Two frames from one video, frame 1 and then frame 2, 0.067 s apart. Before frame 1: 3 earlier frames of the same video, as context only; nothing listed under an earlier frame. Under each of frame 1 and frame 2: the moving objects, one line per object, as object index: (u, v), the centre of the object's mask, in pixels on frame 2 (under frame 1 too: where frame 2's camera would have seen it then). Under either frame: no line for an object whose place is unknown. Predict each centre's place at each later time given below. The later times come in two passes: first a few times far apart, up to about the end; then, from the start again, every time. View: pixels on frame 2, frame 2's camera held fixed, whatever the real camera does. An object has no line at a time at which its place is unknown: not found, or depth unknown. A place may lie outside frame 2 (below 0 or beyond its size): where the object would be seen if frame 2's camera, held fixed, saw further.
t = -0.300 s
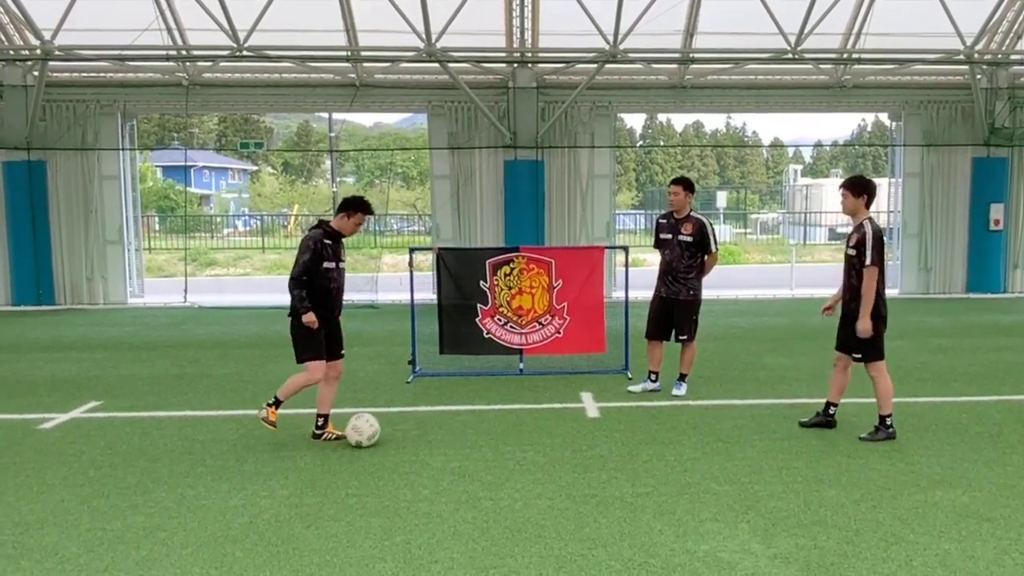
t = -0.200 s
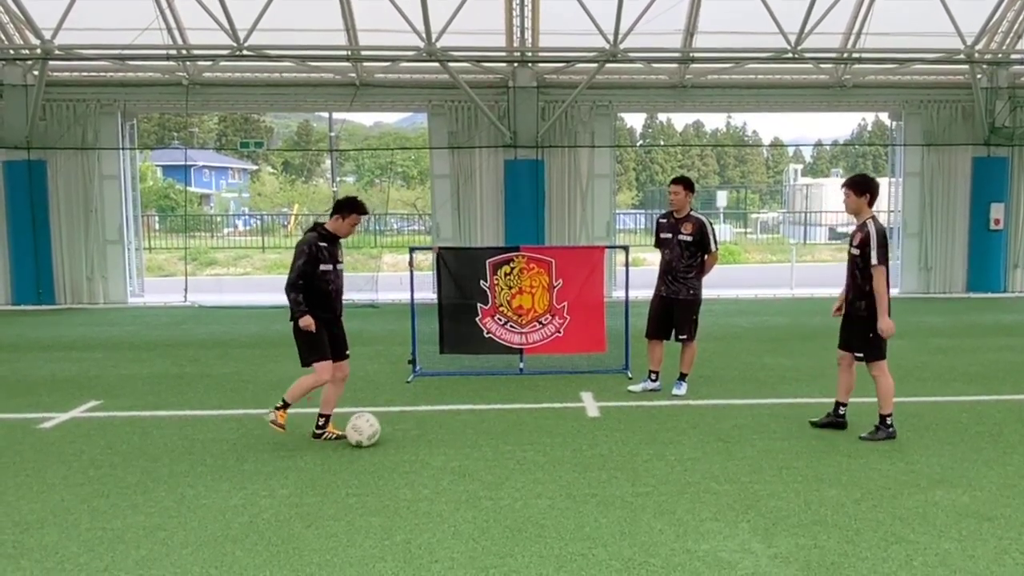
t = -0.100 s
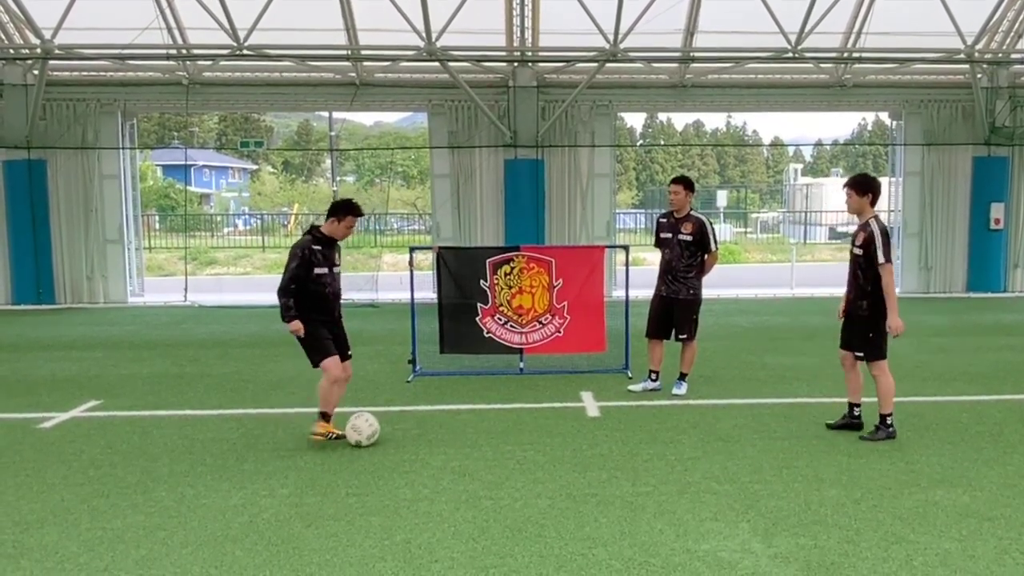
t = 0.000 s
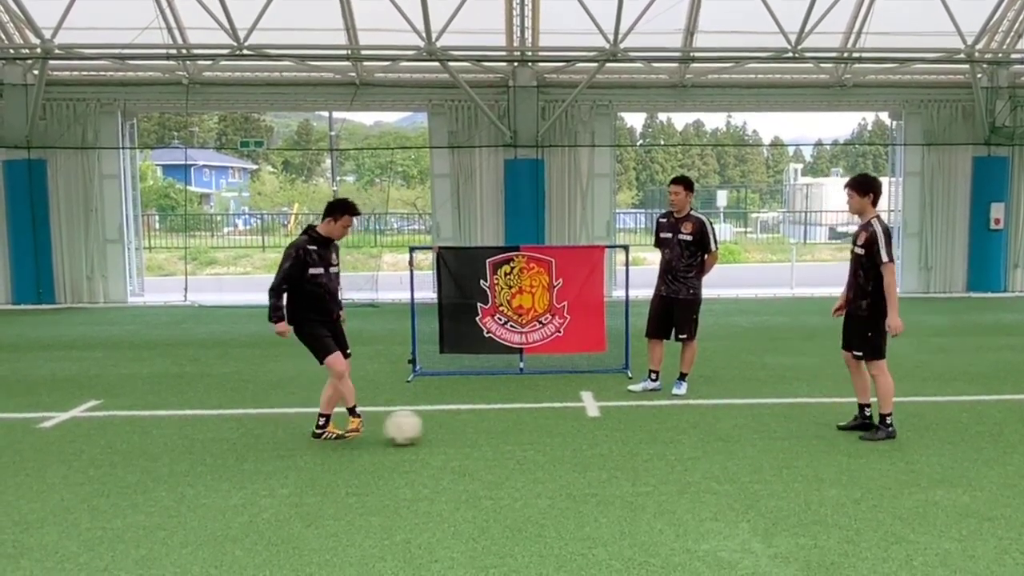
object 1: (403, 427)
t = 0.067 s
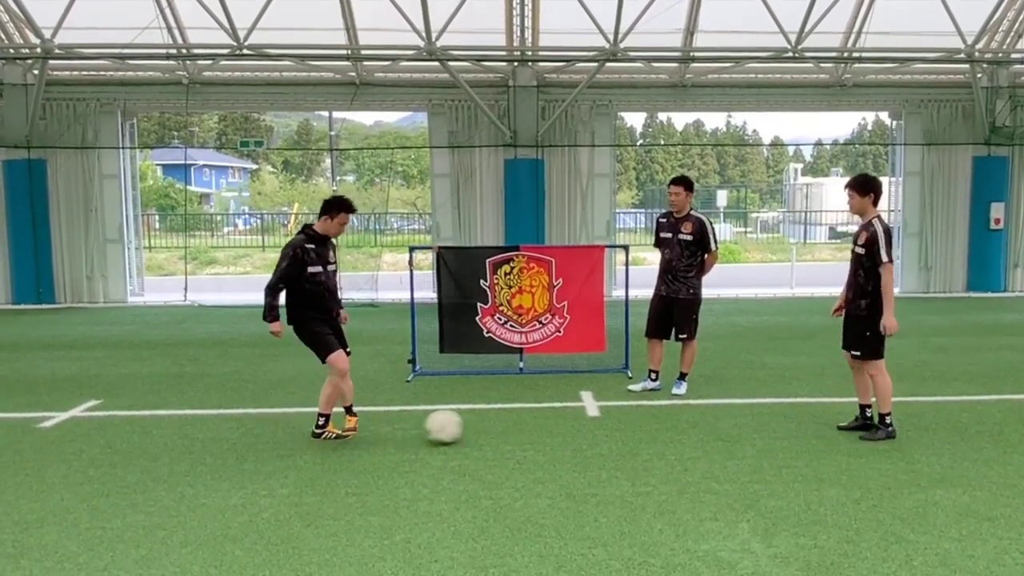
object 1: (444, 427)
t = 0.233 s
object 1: (528, 425)
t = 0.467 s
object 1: (625, 423)
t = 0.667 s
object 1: (701, 422)
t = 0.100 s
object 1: (462, 426)
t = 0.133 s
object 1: (480, 427)
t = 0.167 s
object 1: (497, 426)
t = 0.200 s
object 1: (513, 425)
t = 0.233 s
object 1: (528, 425)
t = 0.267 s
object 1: (544, 426)
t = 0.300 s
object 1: (558, 425)
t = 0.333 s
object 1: (571, 424)
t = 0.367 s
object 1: (585, 424)
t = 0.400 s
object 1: (598, 423)
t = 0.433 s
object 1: (612, 423)
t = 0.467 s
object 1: (625, 423)
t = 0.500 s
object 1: (638, 422)
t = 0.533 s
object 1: (650, 422)
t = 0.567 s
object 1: (663, 422)
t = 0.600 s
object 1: (676, 422)
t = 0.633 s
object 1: (689, 422)
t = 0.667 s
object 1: (701, 422)
